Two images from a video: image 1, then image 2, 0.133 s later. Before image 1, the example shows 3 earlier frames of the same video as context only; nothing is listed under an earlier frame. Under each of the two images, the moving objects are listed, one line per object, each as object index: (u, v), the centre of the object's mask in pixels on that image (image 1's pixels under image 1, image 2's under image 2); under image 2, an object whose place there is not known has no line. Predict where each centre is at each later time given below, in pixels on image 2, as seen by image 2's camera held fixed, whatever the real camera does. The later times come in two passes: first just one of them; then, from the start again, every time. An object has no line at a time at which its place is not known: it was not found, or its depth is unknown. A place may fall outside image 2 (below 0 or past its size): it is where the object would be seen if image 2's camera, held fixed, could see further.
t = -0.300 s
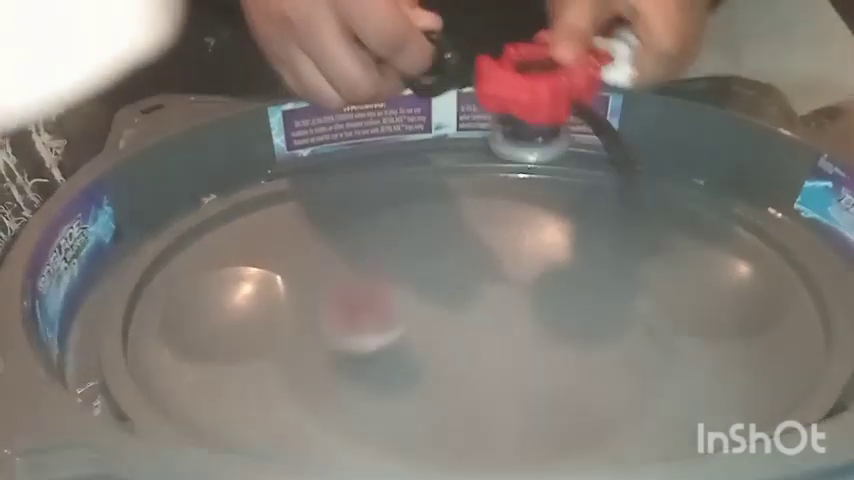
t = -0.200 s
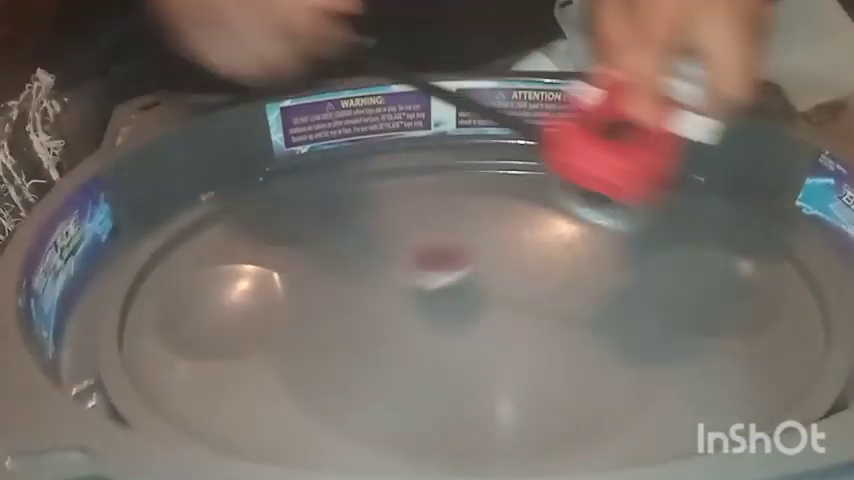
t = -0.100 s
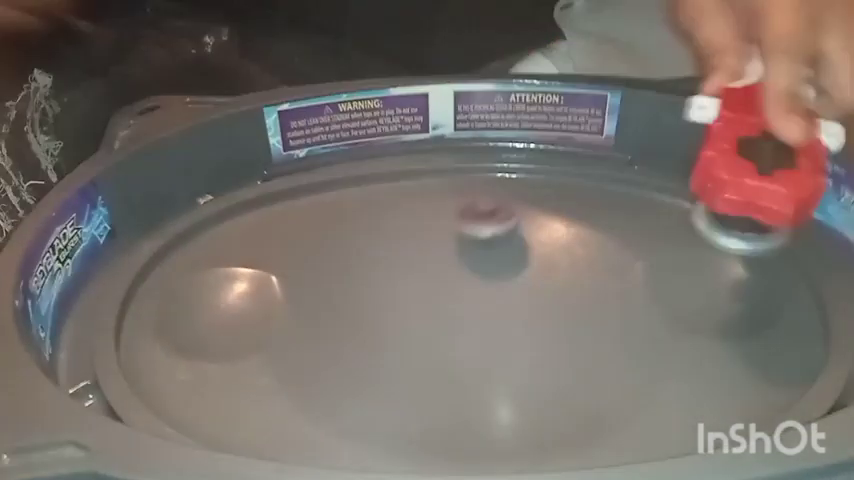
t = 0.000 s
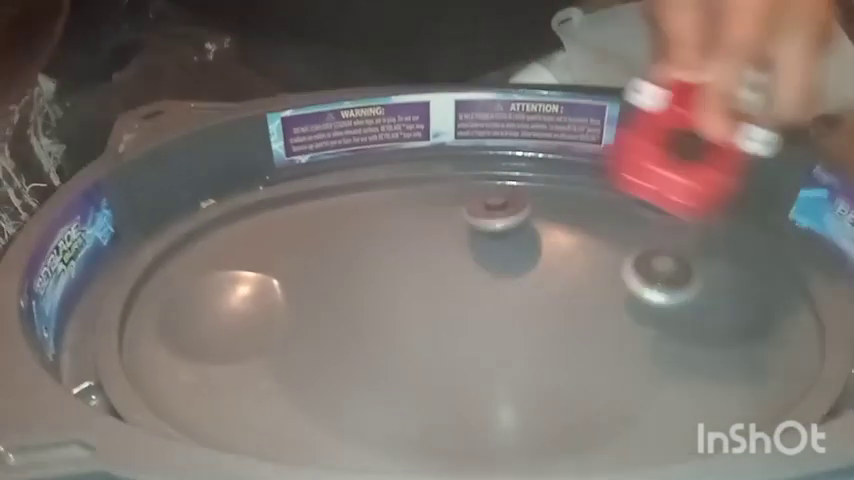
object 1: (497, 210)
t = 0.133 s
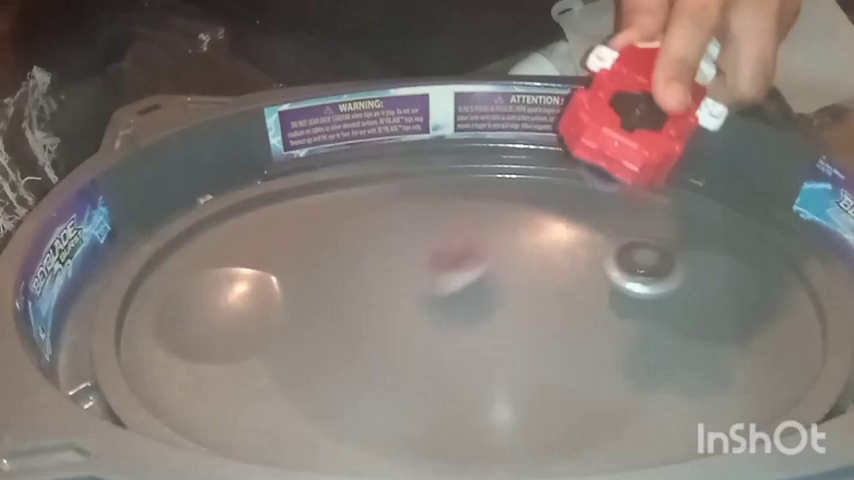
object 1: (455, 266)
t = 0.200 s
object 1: (390, 316)
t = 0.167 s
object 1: (426, 291)
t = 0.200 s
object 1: (390, 316)
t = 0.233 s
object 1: (353, 343)
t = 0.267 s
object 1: (324, 369)
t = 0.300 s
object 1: (298, 404)
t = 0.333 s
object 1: (288, 407)
